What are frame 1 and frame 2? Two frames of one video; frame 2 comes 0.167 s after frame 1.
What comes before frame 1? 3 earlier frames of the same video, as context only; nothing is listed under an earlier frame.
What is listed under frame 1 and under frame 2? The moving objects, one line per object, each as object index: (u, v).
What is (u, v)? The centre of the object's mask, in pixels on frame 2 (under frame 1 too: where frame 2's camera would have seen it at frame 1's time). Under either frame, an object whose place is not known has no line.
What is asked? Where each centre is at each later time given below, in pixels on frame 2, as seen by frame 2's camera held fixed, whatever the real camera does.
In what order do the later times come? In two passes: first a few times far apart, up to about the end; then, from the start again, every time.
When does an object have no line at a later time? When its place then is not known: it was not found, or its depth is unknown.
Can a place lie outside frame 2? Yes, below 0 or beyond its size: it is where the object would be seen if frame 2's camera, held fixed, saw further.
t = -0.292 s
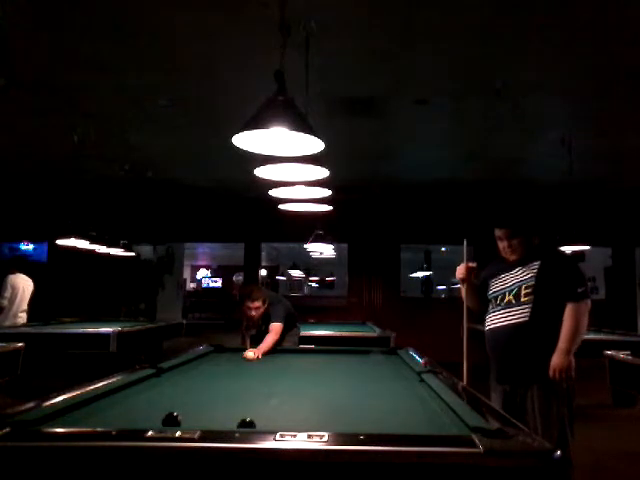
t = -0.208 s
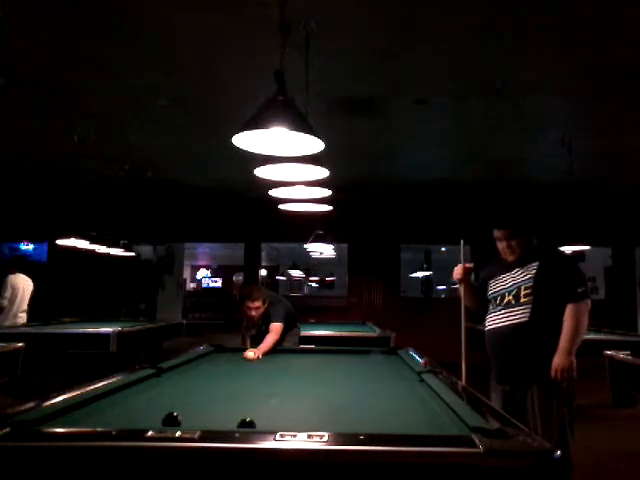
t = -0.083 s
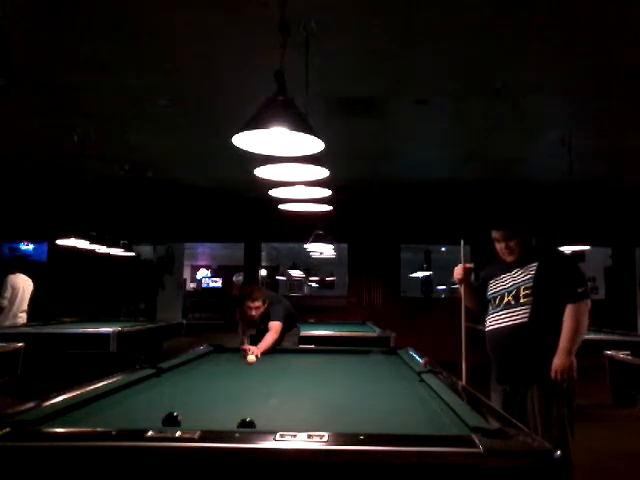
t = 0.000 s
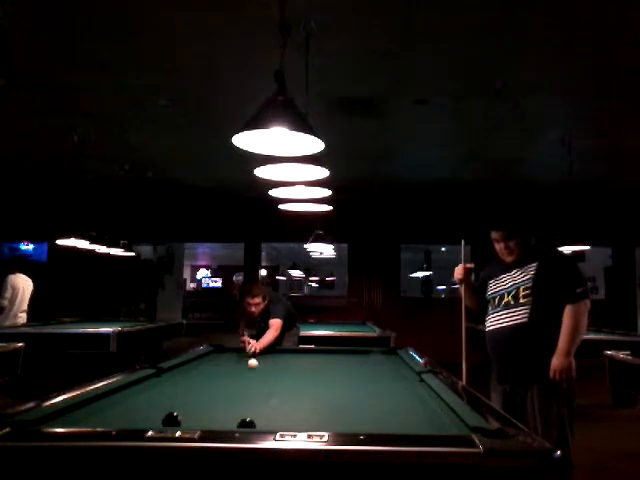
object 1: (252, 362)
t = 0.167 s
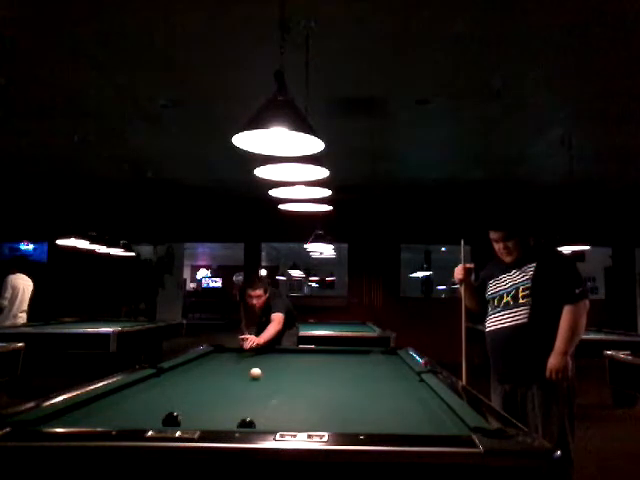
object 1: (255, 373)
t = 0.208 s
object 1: (256, 375)
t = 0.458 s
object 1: (261, 391)
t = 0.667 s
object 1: (265, 409)
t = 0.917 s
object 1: (277, 421)
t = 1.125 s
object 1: (291, 413)
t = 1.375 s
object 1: (303, 402)
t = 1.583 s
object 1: (311, 394)
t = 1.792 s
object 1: (318, 388)
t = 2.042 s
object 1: (325, 381)
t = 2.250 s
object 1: (329, 377)
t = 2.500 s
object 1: (335, 373)
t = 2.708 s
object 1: (338, 370)
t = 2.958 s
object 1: (341, 366)
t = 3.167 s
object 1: (344, 363)
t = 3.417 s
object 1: (347, 361)
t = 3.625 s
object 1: (349, 359)
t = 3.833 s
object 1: (351, 357)
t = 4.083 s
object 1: (353, 355)
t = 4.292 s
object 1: (354, 354)
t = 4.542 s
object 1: (356, 352)
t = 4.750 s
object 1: (357, 351)
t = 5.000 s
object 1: (359, 351)
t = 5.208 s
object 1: (359, 351)
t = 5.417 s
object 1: (360, 352)
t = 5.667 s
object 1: (361, 352)
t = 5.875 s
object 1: (362, 353)
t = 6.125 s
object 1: (362, 353)
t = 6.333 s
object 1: (363, 354)
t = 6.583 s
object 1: (363, 354)
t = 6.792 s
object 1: (364, 354)
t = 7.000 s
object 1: (364, 354)
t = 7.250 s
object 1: (365, 355)
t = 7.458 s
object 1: (365, 355)
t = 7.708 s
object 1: (365, 355)
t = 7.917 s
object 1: (365, 355)
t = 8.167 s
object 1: (365, 355)
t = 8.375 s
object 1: (365, 355)
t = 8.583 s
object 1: (365, 355)
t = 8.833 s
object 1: (365, 355)
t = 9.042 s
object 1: (365, 355)
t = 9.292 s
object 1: (365, 355)
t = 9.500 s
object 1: (365, 355)
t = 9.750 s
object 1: (365, 355)
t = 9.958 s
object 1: (365, 355)
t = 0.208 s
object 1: (256, 375)
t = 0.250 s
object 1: (257, 377)
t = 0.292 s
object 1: (258, 381)
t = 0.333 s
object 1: (259, 383)
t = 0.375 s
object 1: (260, 386)
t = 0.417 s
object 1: (260, 389)
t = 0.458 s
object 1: (261, 391)
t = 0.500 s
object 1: (262, 394)
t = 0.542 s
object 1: (263, 398)
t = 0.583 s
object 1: (264, 402)
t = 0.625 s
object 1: (264, 405)
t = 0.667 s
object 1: (265, 409)
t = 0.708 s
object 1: (267, 414)
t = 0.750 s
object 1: (269, 416)
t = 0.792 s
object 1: (271, 420)
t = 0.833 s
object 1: (271, 425)
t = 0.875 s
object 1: (274, 423)
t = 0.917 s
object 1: (277, 421)
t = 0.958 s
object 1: (281, 420)
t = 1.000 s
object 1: (284, 419)
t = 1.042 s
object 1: (286, 417)
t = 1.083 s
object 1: (288, 416)
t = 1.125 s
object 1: (291, 413)
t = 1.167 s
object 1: (293, 410)
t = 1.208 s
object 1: (296, 409)
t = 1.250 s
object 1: (297, 406)
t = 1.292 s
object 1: (299, 405)
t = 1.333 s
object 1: (301, 403)
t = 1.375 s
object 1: (303, 402)
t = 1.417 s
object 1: (305, 400)
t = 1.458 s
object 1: (306, 399)
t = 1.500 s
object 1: (308, 397)
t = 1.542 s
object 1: (309, 396)
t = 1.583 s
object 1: (311, 394)
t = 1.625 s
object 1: (312, 393)
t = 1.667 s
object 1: (314, 392)
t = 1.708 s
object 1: (315, 390)
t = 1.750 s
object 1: (316, 390)
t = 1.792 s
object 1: (318, 388)
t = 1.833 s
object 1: (319, 387)
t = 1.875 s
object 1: (320, 386)
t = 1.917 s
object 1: (321, 385)
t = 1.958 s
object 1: (322, 384)
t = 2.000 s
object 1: (323, 383)
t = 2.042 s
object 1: (325, 381)
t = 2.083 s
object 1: (326, 381)
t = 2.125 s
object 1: (327, 380)
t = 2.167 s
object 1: (328, 379)
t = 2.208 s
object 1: (328, 379)
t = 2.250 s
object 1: (329, 377)
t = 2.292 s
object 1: (330, 377)
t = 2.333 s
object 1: (331, 376)
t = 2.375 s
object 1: (332, 375)
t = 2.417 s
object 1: (333, 374)
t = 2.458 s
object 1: (334, 374)
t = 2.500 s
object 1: (335, 373)
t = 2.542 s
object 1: (335, 372)
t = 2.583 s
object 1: (336, 371)
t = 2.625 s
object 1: (337, 371)
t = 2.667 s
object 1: (338, 370)
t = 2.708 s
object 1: (338, 370)
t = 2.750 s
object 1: (339, 369)
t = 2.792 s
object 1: (340, 368)
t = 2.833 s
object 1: (340, 368)
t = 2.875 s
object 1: (341, 367)
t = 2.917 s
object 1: (341, 367)
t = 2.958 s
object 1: (341, 366)
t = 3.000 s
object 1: (342, 366)
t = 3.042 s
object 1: (342, 366)
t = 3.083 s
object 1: (343, 365)
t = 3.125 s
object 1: (344, 364)
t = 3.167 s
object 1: (344, 363)
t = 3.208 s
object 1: (345, 363)
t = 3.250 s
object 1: (345, 363)
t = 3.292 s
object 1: (346, 362)
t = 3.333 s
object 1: (346, 362)
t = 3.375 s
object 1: (346, 362)
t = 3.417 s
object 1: (347, 361)
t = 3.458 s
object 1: (347, 360)
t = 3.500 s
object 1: (347, 360)
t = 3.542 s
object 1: (348, 360)
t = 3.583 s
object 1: (348, 360)
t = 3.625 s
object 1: (349, 359)
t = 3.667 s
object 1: (349, 359)
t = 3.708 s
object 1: (349, 358)
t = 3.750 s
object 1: (349, 359)
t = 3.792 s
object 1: (350, 357)
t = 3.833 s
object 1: (351, 357)
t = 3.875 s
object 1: (351, 357)
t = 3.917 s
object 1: (352, 357)
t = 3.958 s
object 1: (352, 357)
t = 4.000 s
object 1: (352, 356)
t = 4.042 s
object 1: (353, 355)
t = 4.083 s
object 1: (353, 355)
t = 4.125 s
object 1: (353, 355)
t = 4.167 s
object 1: (354, 355)
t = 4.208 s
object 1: (354, 354)
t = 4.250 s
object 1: (354, 354)
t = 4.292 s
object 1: (354, 354)
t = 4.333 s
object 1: (355, 354)
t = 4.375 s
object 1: (355, 353)
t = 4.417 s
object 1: (355, 353)
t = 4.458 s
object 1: (356, 352)
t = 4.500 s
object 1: (356, 352)
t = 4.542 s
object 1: (356, 352)
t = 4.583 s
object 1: (356, 352)
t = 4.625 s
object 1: (357, 352)
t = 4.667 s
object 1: (357, 351)
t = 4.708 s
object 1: (357, 351)
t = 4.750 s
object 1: (357, 351)
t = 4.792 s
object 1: (358, 351)
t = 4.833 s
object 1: (358, 351)
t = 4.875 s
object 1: (358, 351)
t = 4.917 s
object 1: (358, 350)
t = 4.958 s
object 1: (358, 350)
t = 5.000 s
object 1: (359, 351)
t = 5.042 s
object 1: (359, 351)
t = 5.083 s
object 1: (359, 351)
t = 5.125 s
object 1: (359, 351)
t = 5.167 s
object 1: (359, 351)
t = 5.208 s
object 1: (359, 351)
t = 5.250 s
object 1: (359, 351)
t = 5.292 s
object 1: (360, 352)
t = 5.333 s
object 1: (360, 352)
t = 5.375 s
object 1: (360, 352)
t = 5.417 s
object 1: (360, 352)
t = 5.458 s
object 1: (360, 352)
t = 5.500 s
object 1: (360, 352)
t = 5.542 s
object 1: (360, 351)
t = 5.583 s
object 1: (361, 351)
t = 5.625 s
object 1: (361, 352)
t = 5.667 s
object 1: (361, 352)
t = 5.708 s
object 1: (361, 352)
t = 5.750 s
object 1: (362, 352)
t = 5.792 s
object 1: (361, 353)
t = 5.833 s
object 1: (362, 353)
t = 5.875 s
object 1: (362, 353)
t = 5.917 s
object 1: (362, 353)
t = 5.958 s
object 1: (362, 353)
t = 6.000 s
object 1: (362, 353)
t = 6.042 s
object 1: (362, 353)
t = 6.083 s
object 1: (362, 353)
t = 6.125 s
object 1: (362, 353)
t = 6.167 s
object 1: (362, 353)
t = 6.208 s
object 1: (363, 353)
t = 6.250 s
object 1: (363, 353)
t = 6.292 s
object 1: (363, 353)
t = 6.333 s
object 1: (363, 354)
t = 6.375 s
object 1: (363, 354)
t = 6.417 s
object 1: (363, 354)
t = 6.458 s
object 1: (363, 354)
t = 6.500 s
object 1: (363, 354)
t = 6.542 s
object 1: (363, 354)
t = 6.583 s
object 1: (363, 354)
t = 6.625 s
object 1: (363, 354)
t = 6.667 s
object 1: (363, 354)
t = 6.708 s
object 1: (364, 354)
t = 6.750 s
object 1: (364, 354)
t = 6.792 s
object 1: (364, 354)
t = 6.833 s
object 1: (364, 354)
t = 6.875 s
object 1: (364, 354)
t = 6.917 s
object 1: (364, 354)
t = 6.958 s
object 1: (364, 354)
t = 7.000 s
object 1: (364, 354)
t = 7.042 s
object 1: (364, 354)
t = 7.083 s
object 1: (364, 354)
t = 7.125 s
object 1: (365, 355)
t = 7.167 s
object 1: (365, 355)
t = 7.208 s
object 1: (365, 355)
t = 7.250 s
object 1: (365, 355)
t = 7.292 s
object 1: (365, 355)
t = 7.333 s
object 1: (365, 355)
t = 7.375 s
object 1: (365, 355)
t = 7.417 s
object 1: (365, 355)
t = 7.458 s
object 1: (365, 355)
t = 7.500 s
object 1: (365, 355)
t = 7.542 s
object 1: (365, 355)
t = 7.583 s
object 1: (365, 355)
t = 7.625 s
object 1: (365, 355)
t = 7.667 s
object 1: (365, 355)
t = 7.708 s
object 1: (365, 355)
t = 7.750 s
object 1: (365, 355)
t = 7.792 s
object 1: (365, 355)
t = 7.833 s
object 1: (365, 355)
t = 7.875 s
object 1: (365, 355)
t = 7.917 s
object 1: (365, 355)
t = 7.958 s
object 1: (365, 355)
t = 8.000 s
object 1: (365, 355)
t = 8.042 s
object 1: (365, 355)
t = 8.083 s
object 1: (365, 355)
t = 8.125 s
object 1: (365, 355)
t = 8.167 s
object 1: (365, 355)
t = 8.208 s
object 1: (365, 355)
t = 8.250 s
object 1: (365, 355)
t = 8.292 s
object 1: (365, 355)
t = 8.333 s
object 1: (365, 355)
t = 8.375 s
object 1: (365, 355)
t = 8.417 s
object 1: (365, 355)
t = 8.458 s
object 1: (365, 355)
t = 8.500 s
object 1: (365, 355)
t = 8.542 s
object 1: (365, 355)
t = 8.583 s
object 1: (365, 355)
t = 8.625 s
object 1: (365, 355)
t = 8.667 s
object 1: (365, 355)
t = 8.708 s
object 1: (365, 355)
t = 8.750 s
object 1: (365, 355)
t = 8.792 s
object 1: (365, 355)
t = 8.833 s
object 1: (365, 355)
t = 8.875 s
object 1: (365, 355)
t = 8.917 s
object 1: (365, 355)
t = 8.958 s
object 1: (365, 355)
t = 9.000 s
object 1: (365, 355)
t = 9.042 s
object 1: (365, 355)
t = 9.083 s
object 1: (365, 355)
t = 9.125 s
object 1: (365, 355)
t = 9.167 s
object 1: (365, 355)
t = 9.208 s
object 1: (365, 355)
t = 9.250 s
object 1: (365, 355)
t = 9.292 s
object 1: (365, 355)
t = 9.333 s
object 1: (365, 355)
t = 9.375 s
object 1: (365, 355)
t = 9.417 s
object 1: (365, 355)
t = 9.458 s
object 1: (365, 355)
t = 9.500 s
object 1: (365, 355)
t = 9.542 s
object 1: (365, 355)
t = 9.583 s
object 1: (365, 355)
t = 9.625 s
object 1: (365, 355)
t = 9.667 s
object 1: (365, 355)
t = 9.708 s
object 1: (365, 355)
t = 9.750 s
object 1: (365, 355)
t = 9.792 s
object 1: (365, 355)
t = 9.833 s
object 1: (365, 355)
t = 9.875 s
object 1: (365, 355)
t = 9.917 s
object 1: (365, 355)
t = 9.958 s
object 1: (365, 355)
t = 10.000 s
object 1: (365, 355)
